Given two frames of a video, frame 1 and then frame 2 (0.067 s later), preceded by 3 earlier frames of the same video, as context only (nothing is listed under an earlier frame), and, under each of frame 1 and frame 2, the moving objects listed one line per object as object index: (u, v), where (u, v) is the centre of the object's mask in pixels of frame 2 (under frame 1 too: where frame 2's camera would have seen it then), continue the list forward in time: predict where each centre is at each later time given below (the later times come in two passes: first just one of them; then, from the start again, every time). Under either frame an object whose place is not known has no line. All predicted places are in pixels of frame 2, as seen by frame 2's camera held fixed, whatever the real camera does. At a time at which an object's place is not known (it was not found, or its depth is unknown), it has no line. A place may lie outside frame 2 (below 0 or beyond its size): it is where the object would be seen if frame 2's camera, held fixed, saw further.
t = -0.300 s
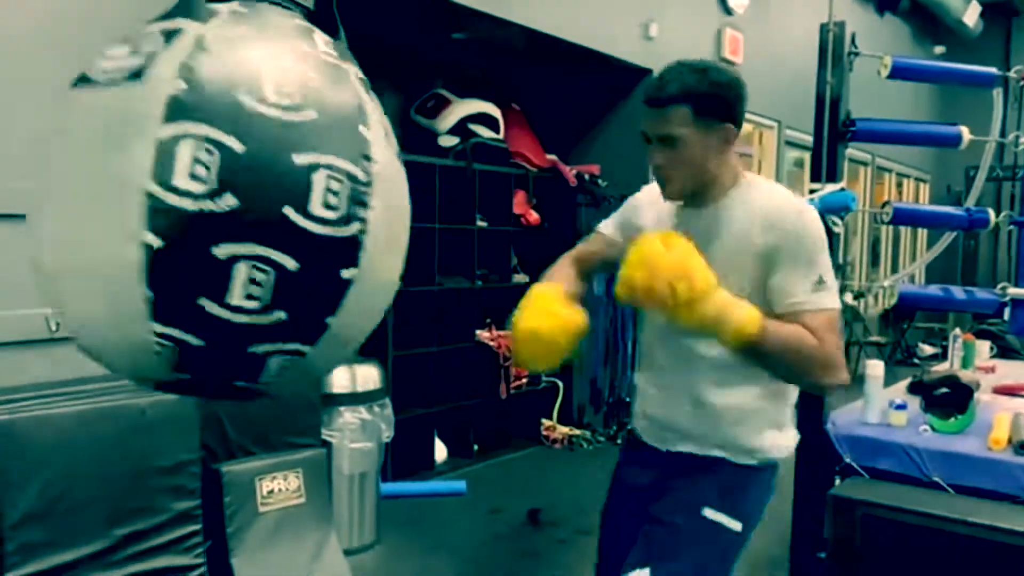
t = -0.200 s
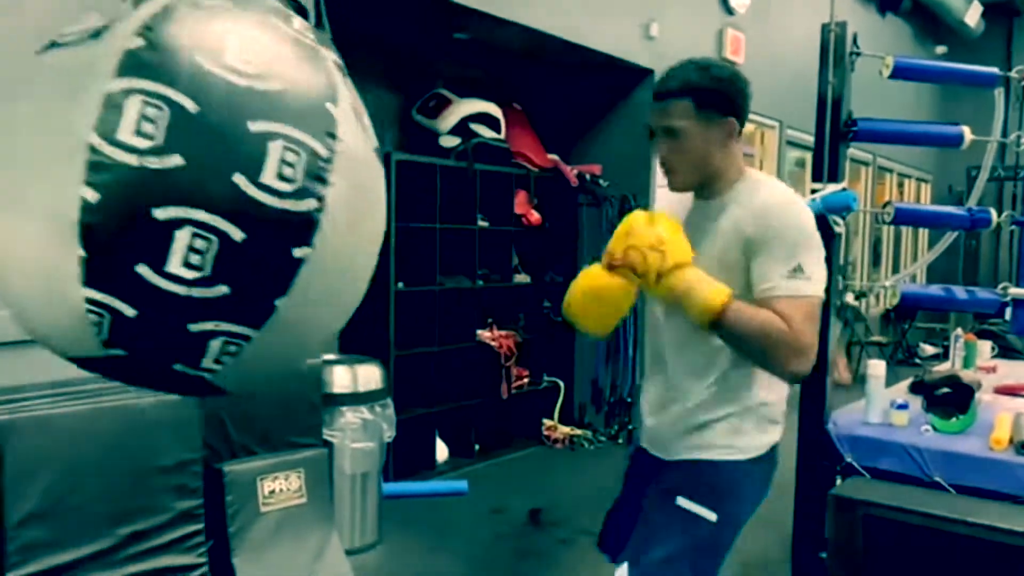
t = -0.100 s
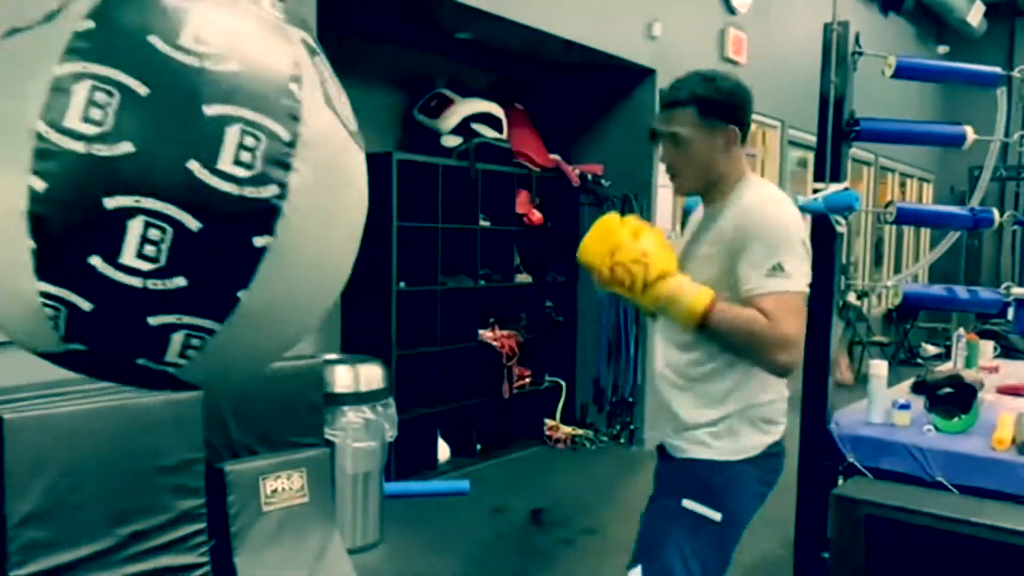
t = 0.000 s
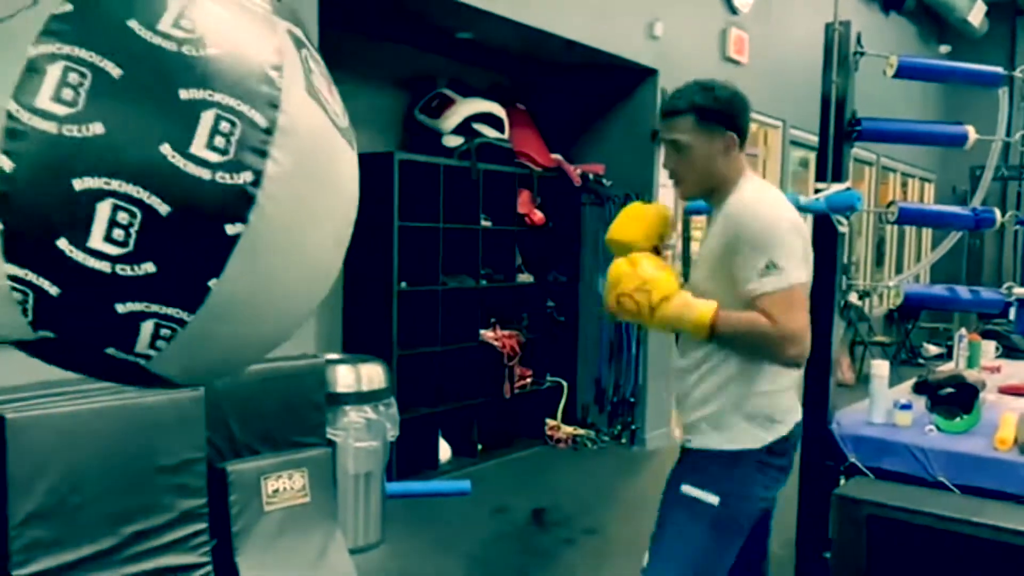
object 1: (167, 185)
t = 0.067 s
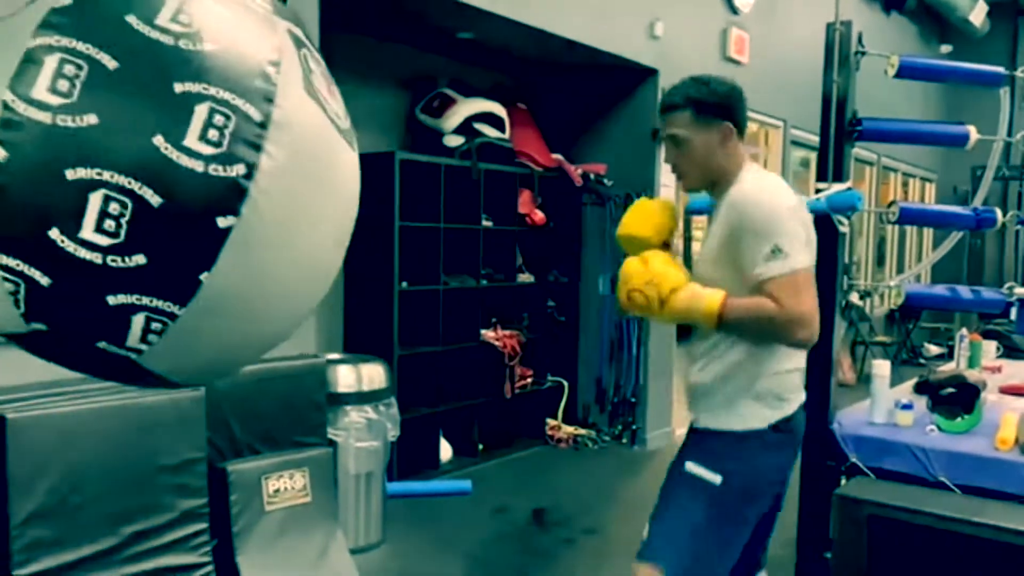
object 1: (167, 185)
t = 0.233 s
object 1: (180, 193)
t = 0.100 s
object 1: (167, 184)
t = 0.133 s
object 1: (169, 186)
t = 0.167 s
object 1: (171, 187)
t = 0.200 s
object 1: (174, 189)
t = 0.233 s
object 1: (180, 193)
